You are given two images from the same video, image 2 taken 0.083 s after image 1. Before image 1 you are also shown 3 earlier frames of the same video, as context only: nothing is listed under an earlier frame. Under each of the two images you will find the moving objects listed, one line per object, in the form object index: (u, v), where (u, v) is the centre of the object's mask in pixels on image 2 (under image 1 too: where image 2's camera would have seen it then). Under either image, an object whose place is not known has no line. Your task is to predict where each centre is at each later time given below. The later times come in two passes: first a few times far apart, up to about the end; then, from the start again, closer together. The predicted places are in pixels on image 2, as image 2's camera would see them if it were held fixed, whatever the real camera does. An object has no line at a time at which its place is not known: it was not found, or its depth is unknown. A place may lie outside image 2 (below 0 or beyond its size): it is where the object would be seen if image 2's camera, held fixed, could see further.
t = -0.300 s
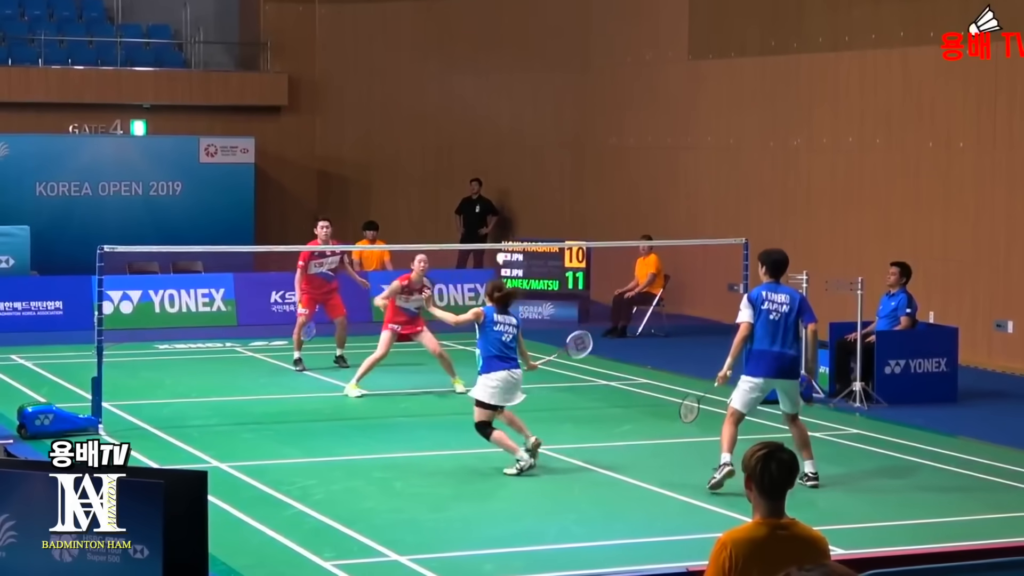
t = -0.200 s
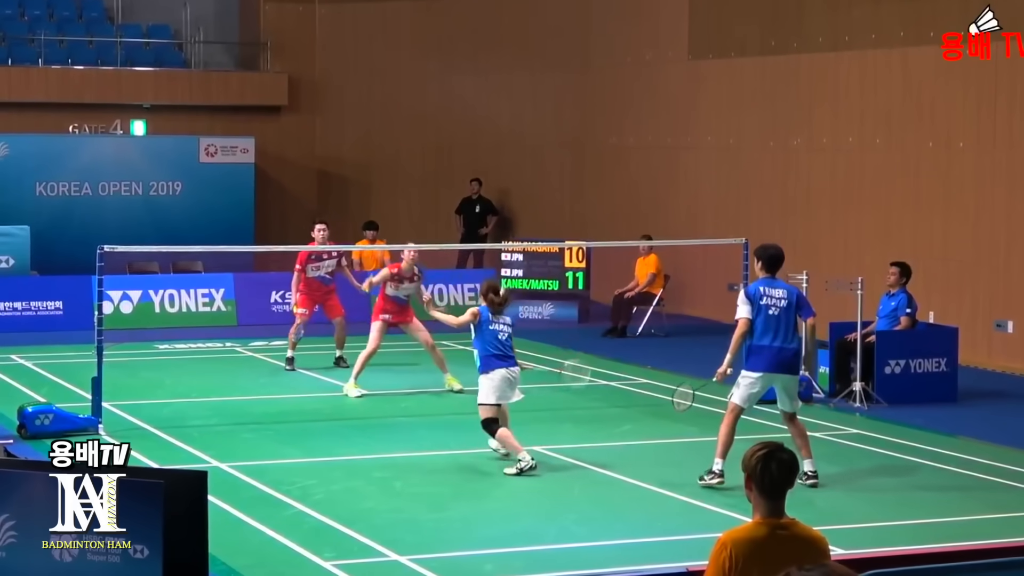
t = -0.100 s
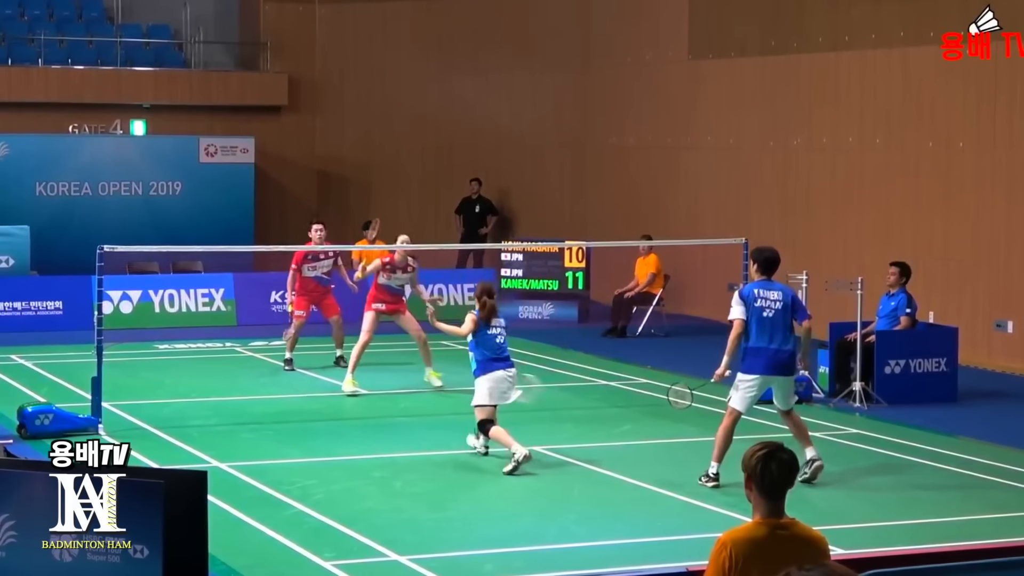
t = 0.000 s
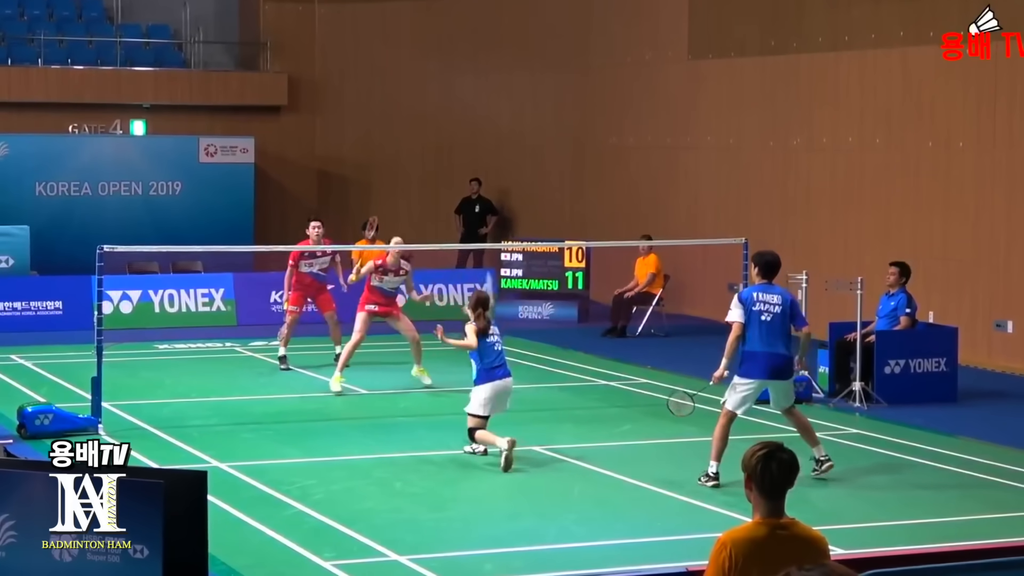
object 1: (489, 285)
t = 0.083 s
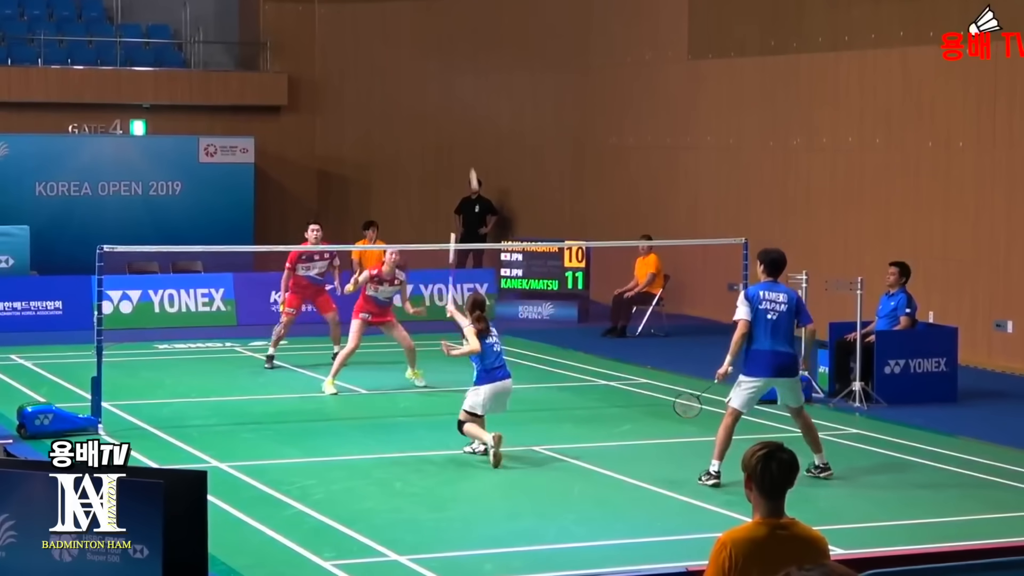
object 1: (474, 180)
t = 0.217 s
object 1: (458, 83)
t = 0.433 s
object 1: (442, 17)
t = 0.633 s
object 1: (431, 10)
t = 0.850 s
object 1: (425, 39)
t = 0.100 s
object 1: (471, 163)
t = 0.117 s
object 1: (469, 149)
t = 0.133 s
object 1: (467, 135)
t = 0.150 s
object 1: (465, 123)
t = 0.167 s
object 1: (463, 112)
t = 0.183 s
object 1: (462, 101)
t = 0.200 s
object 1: (460, 92)
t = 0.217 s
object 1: (458, 83)
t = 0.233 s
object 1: (457, 75)
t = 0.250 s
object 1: (455, 67)
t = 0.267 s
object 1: (454, 61)
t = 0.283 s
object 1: (452, 54)
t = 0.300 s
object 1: (451, 48)
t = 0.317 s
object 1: (449, 43)
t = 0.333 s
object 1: (448, 38)
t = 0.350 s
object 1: (447, 34)
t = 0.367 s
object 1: (446, 30)
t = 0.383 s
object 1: (445, 26)
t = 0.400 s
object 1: (444, 23)
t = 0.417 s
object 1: (443, 20)
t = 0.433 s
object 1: (442, 17)
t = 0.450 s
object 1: (441, 15)
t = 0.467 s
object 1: (440, 13)
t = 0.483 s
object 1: (439, 11)
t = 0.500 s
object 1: (438, 10)
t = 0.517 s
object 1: (437, 9)
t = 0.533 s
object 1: (436, 8)
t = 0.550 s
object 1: (435, 8)
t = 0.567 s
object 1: (434, 8)
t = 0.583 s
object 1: (434, 8)
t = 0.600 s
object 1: (433, 8)
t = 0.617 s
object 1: (432, 9)
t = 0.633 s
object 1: (431, 10)
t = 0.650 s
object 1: (430, 12)
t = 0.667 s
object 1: (430, 13)
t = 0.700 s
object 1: (429, 15)
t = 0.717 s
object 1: (429, 17)
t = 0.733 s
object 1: (428, 19)
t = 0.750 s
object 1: (428, 21)
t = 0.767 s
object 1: (427, 24)
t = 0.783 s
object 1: (427, 26)
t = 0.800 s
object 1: (426, 29)
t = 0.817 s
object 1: (426, 32)
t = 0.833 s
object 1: (425, 36)
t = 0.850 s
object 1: (425, 39)
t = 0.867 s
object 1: (424, 43)
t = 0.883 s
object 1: (424, 47)
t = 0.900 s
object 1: (424, 51)
